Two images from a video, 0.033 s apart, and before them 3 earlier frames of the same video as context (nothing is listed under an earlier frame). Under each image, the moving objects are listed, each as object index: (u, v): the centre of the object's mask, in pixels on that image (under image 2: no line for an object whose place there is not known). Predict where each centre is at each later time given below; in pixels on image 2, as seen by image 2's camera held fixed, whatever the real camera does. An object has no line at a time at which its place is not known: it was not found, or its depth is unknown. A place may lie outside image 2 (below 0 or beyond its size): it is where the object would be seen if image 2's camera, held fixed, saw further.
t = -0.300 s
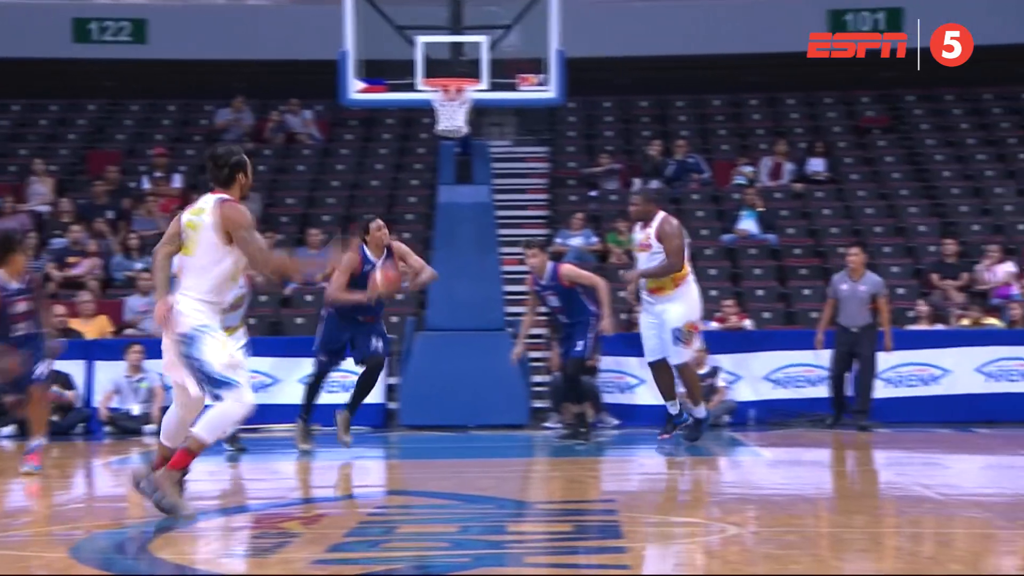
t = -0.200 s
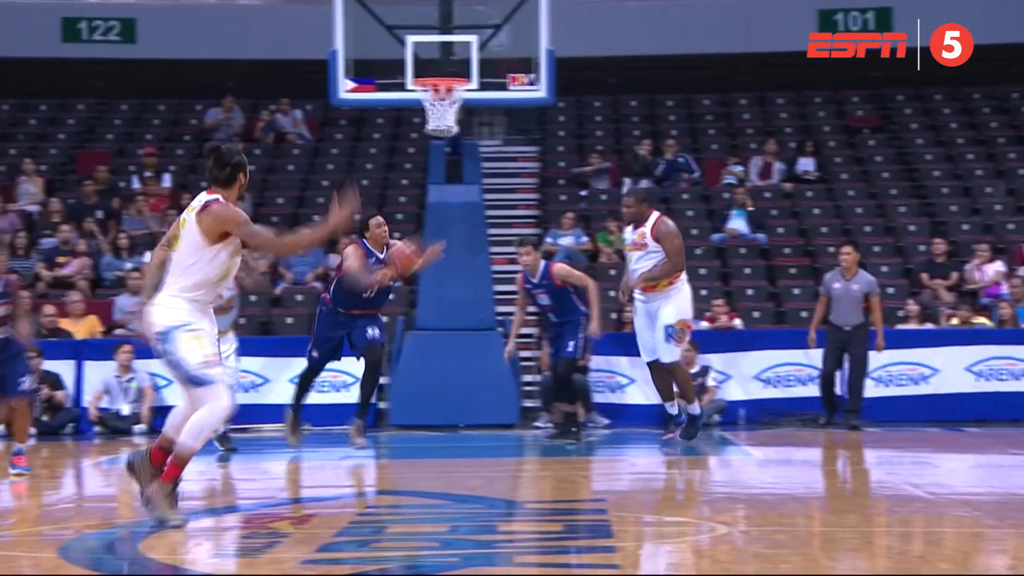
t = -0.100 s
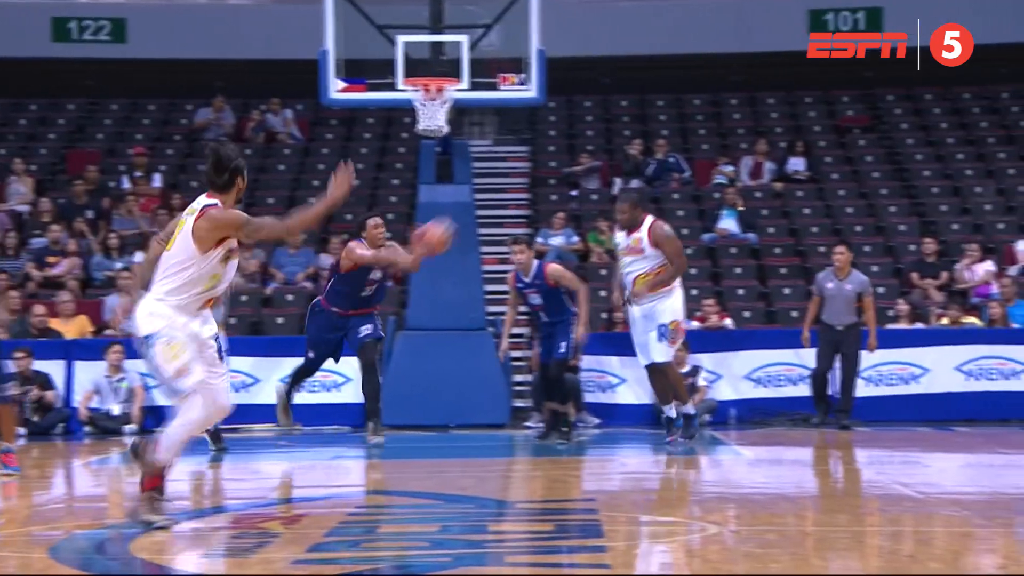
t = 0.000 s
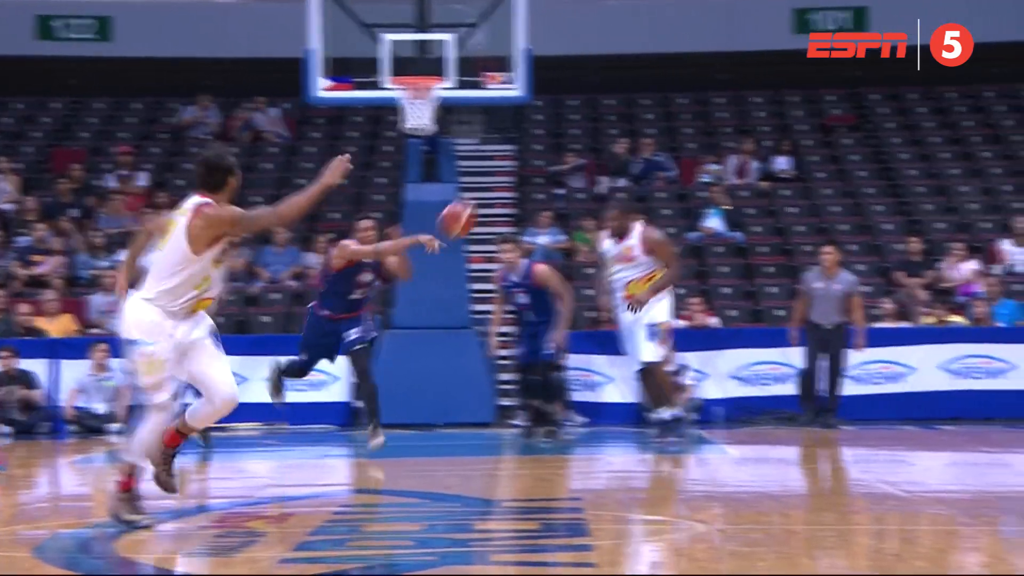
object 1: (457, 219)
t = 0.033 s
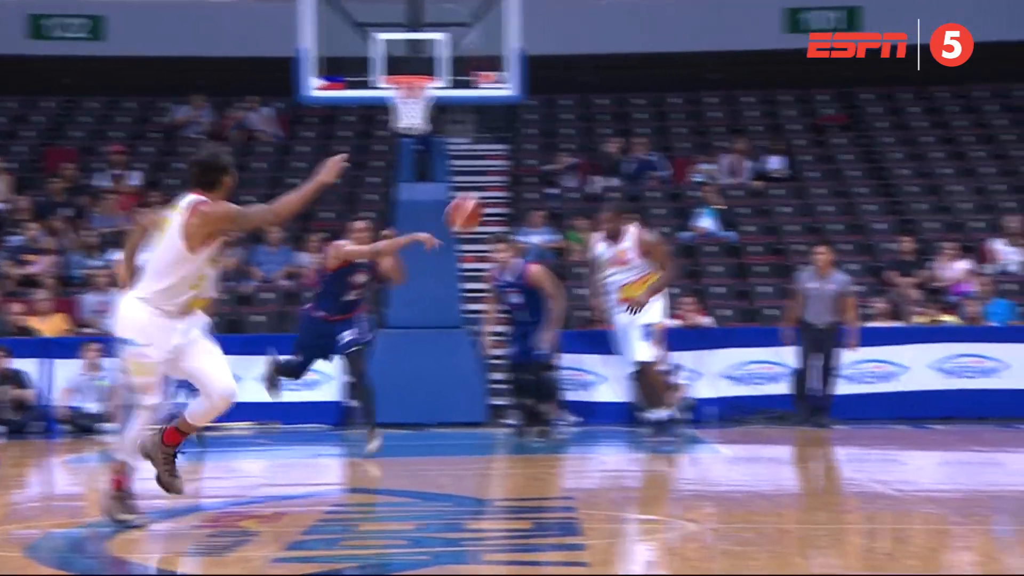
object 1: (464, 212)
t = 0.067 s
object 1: (477, 207)
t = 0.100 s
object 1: (490, 201)
